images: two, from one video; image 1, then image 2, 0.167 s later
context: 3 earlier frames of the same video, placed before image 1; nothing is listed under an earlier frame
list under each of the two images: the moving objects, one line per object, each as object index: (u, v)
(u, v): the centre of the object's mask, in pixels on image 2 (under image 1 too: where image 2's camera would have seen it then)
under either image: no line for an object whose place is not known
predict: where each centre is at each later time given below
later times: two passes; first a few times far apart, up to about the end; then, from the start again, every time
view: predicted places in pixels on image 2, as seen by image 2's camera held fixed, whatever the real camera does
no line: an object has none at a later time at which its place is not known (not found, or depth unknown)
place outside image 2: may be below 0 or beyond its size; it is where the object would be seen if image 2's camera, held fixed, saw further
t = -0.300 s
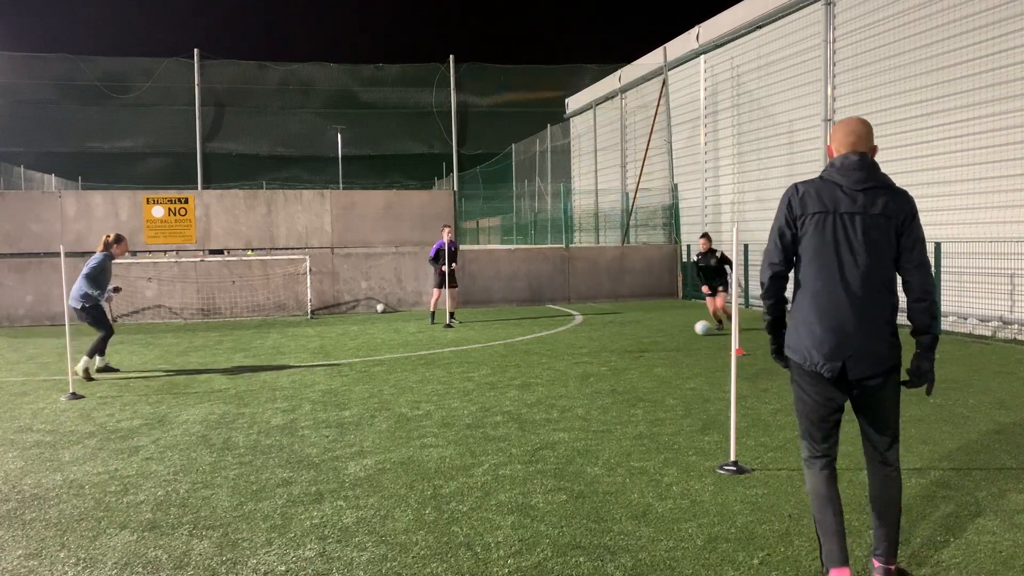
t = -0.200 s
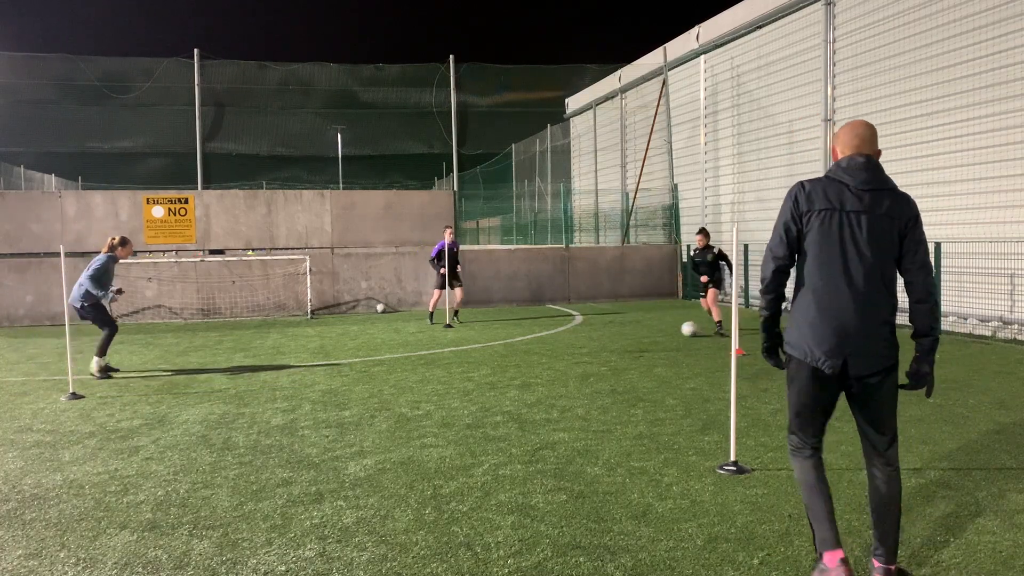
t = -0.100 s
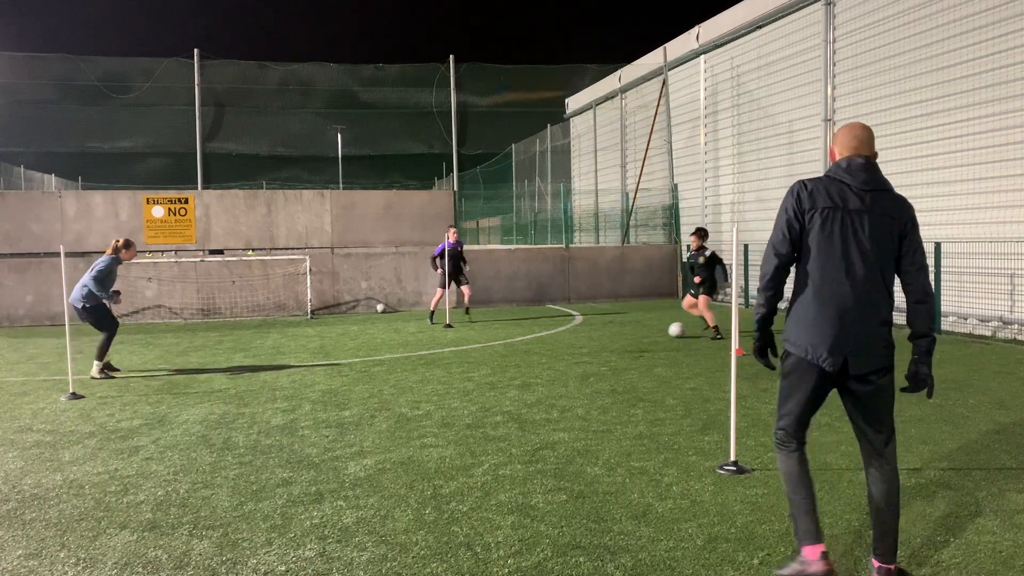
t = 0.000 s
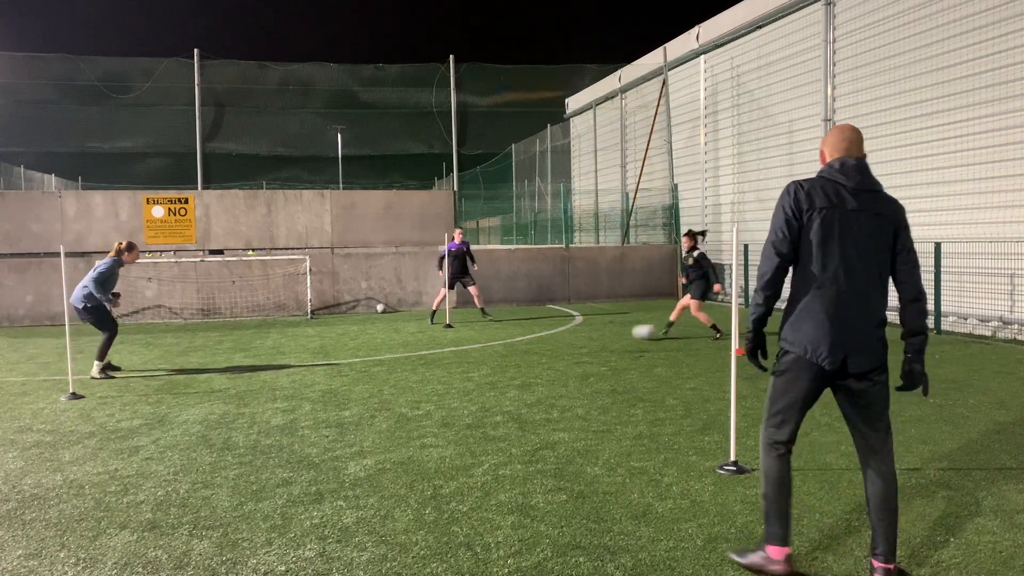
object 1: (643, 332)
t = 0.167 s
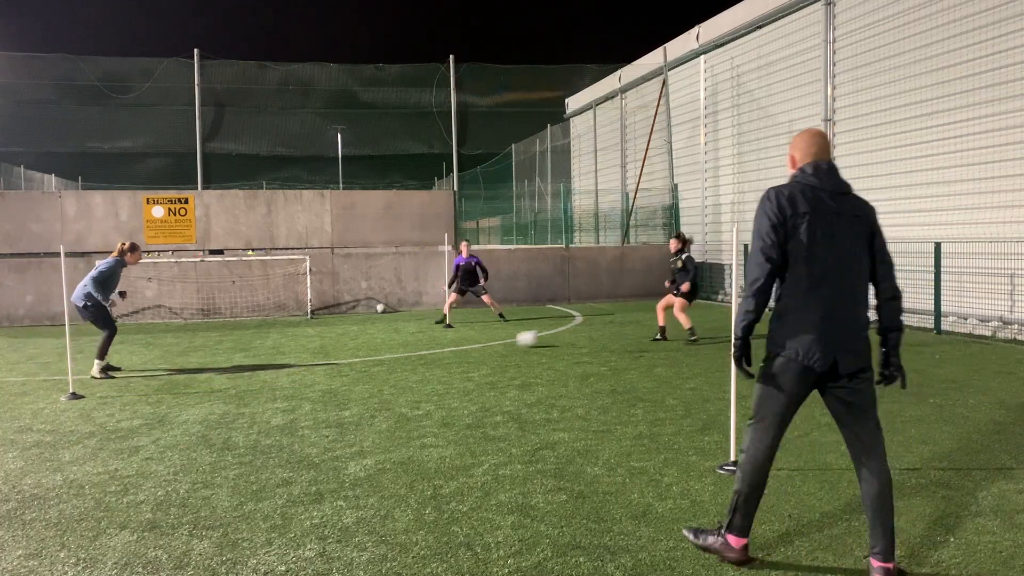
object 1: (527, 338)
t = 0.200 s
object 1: (504, 340)
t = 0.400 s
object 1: (371, 347)
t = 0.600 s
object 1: (245, 355)
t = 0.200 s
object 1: (504, 340)
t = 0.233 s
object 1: (483, 340)
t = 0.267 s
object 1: (460, 340)
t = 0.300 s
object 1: (437, 342)
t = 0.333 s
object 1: (414, 345)
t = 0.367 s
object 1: (393, 346)
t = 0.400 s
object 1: (371, 347)
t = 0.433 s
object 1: (348, 349)
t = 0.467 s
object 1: (327, 351)
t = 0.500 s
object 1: (304, 351)
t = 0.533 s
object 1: (285, 350)
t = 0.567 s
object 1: (266, 353)
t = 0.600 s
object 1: (245, 355)
